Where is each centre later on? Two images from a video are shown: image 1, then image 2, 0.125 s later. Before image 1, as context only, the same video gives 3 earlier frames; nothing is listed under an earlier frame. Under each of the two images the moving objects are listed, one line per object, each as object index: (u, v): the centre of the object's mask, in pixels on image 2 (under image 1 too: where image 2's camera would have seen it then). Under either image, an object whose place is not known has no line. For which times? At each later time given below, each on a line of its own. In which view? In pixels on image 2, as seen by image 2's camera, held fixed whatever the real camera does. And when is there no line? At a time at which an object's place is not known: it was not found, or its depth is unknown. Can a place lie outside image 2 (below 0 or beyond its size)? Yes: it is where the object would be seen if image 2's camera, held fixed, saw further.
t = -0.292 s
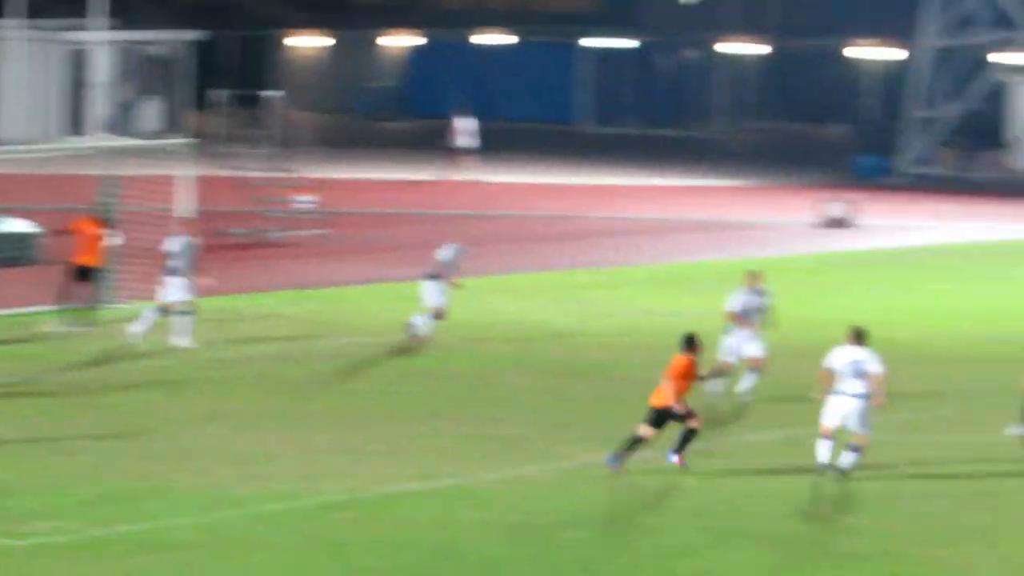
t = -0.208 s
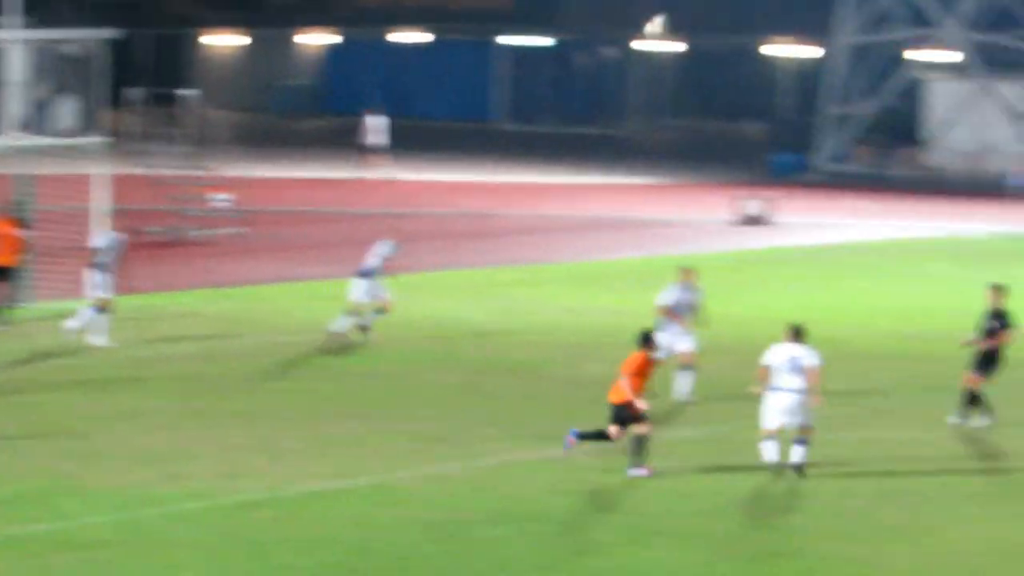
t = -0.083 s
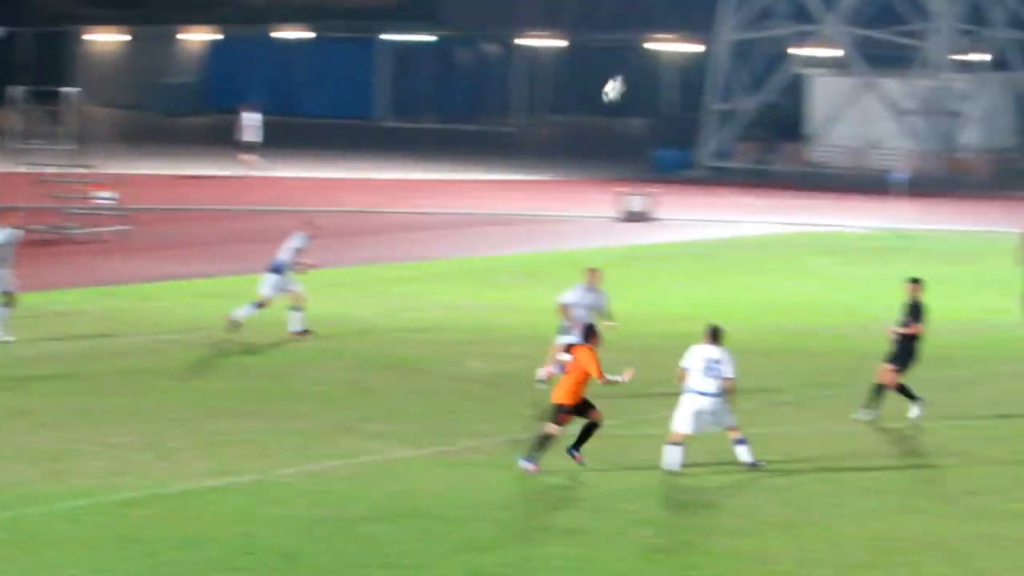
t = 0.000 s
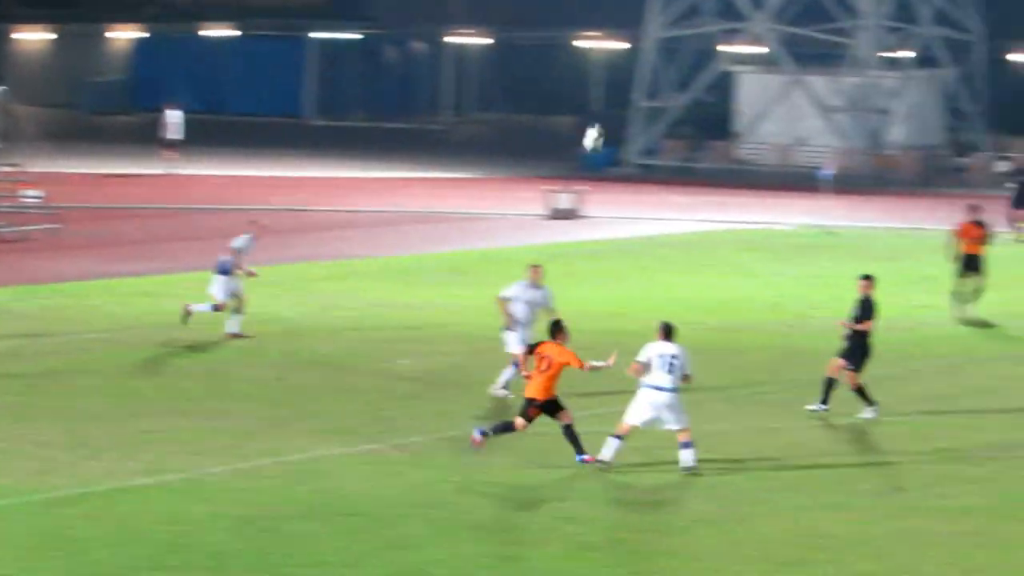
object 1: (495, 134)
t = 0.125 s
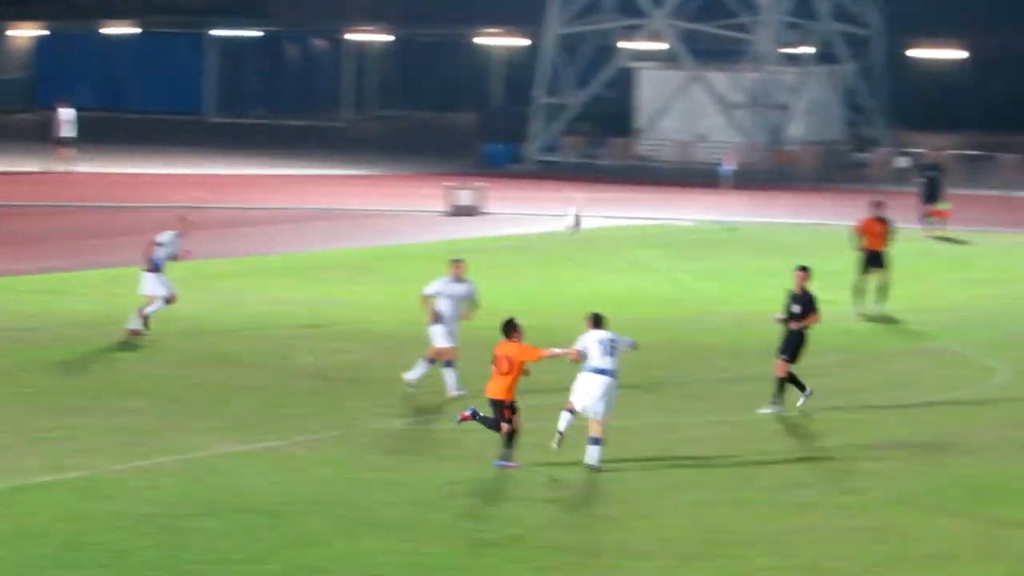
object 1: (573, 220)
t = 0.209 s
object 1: (623, 285)
